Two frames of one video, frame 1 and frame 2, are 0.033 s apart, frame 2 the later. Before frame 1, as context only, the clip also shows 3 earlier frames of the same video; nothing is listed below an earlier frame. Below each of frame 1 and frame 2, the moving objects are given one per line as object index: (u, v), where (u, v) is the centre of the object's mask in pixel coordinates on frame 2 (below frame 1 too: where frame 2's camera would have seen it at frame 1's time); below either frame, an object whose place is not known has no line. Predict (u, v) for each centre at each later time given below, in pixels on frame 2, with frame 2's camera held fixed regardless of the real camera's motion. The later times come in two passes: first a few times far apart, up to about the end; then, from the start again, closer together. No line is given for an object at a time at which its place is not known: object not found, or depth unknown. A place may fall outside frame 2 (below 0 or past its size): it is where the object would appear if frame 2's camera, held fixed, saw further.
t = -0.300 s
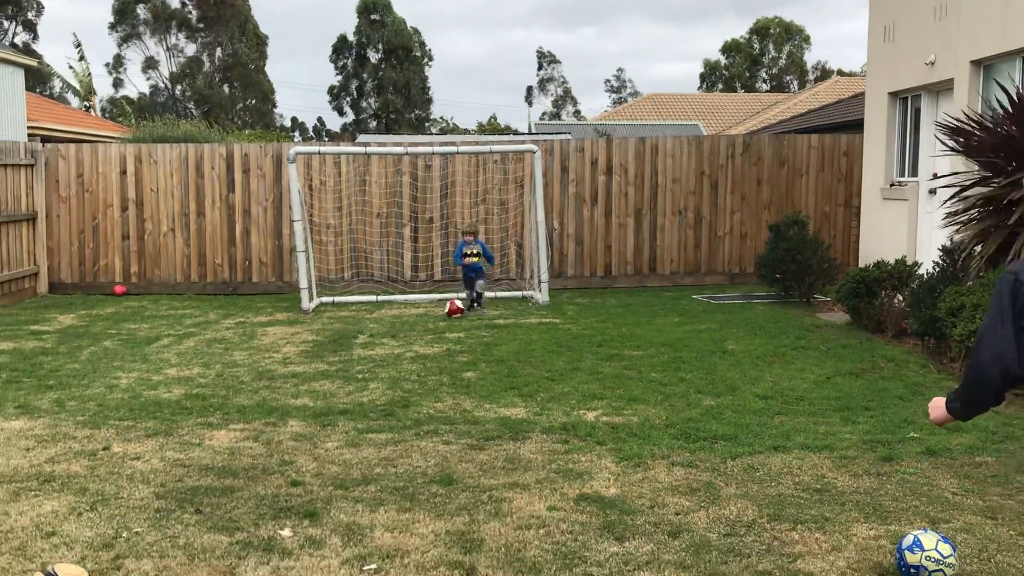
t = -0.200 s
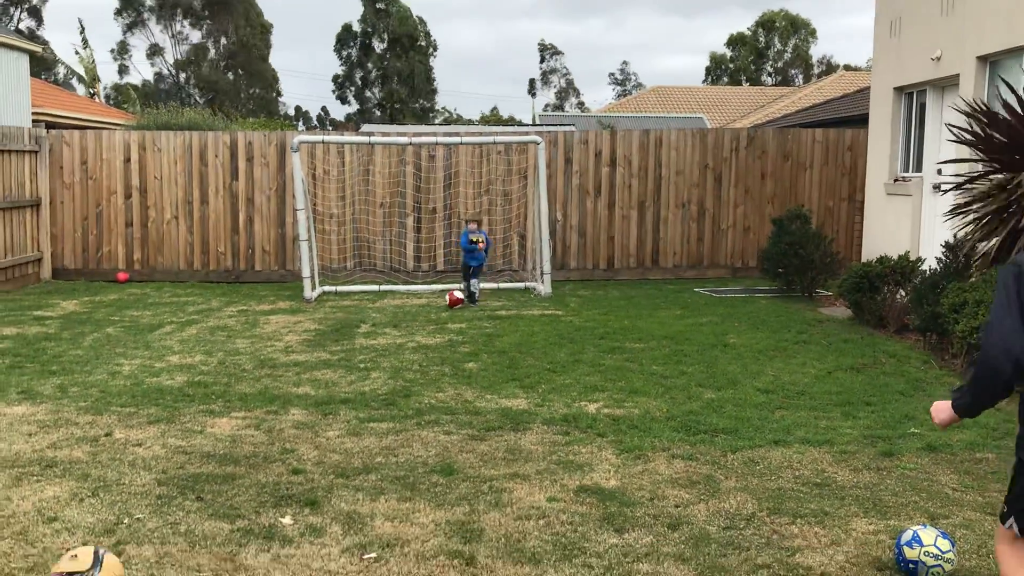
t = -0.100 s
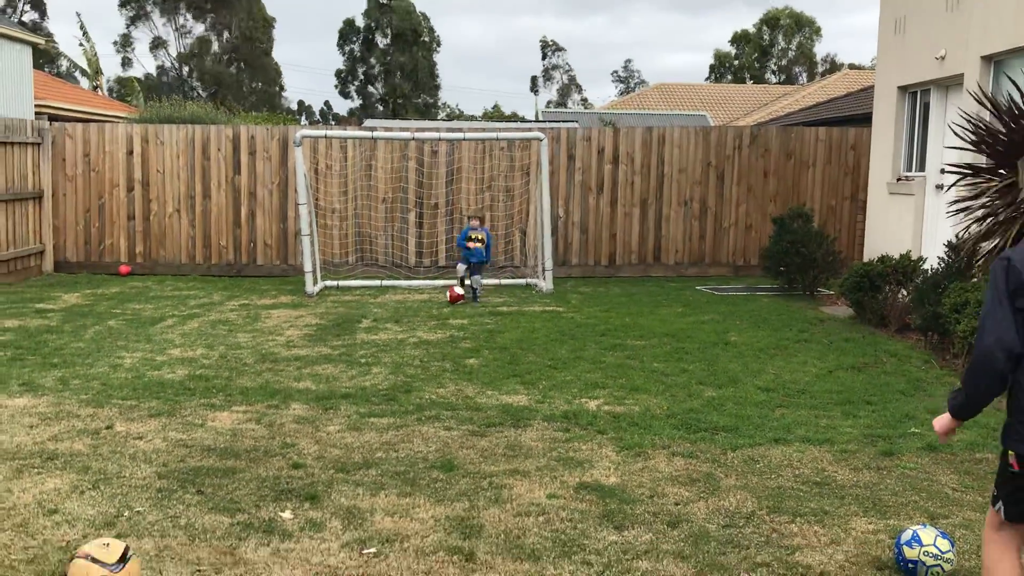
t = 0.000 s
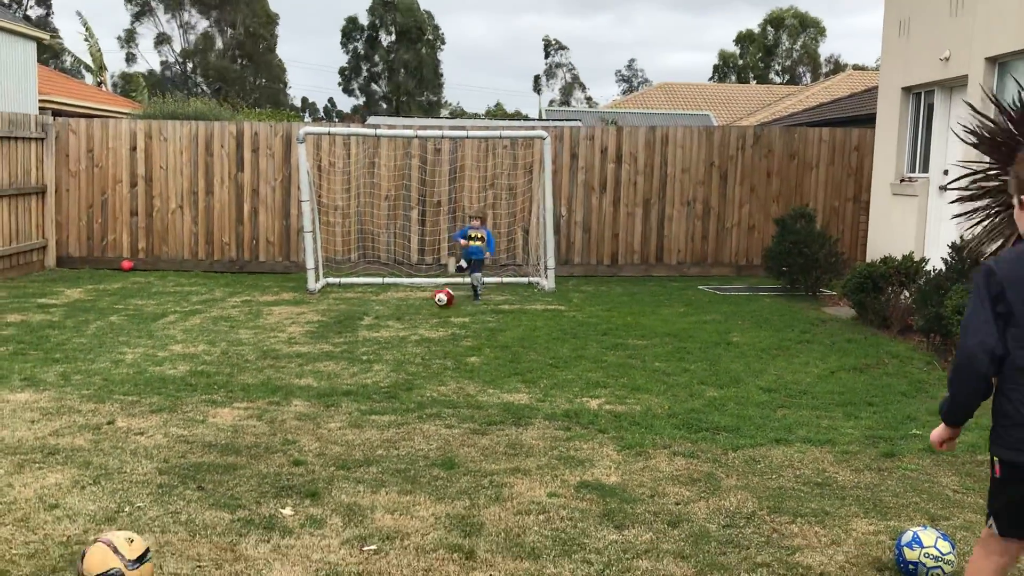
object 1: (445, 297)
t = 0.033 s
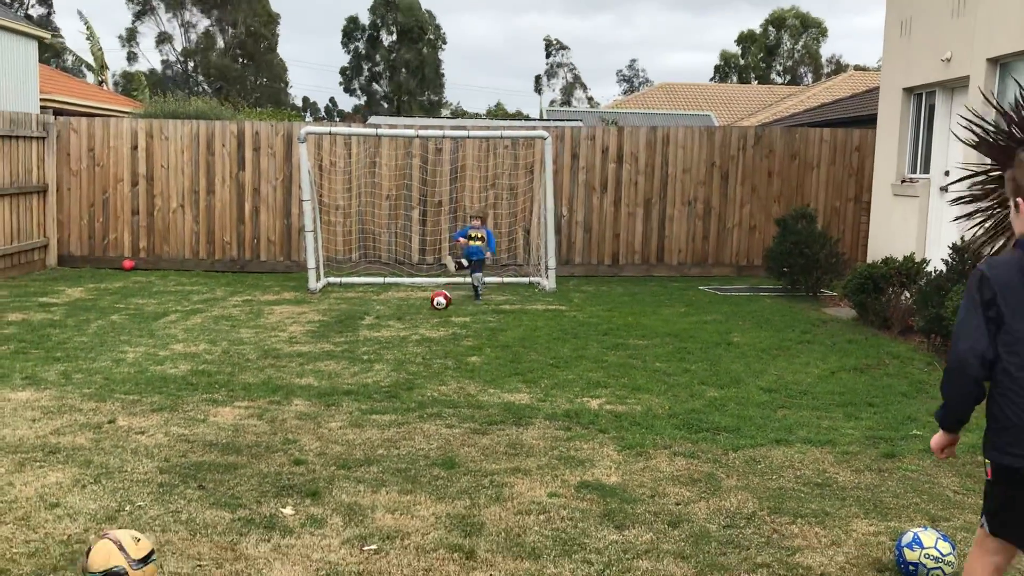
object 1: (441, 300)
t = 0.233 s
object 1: (419, 308)
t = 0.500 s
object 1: (382, 321)
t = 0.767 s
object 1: (349, 331)
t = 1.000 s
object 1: (316, 341)
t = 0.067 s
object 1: (436, 303)
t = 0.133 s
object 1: (431, 303)
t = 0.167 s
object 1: (427, 304)
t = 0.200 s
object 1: (423, 306)
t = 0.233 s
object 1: (419, 308)
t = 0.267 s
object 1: (415, 311)
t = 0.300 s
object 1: (410, 311)
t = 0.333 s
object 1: (407, 313)
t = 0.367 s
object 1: (403, 315)
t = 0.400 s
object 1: (394, 319)
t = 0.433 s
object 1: (390, 320)
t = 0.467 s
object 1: (387, 320)
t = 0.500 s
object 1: (382, 321)
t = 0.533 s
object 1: (378, 323)
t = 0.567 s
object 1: (373, 325)
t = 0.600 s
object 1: (369, 324)
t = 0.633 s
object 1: (364, 327)
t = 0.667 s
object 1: (360, 328)
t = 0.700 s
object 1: (354, 330)
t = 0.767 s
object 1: (349, 331)
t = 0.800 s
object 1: (345, 333)
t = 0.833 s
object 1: (341, 334)
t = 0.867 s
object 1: (336, 336)
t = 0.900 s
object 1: (331, 337)
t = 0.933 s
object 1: (326, 338)
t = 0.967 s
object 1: (321, 339)
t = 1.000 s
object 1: (316, 341)
